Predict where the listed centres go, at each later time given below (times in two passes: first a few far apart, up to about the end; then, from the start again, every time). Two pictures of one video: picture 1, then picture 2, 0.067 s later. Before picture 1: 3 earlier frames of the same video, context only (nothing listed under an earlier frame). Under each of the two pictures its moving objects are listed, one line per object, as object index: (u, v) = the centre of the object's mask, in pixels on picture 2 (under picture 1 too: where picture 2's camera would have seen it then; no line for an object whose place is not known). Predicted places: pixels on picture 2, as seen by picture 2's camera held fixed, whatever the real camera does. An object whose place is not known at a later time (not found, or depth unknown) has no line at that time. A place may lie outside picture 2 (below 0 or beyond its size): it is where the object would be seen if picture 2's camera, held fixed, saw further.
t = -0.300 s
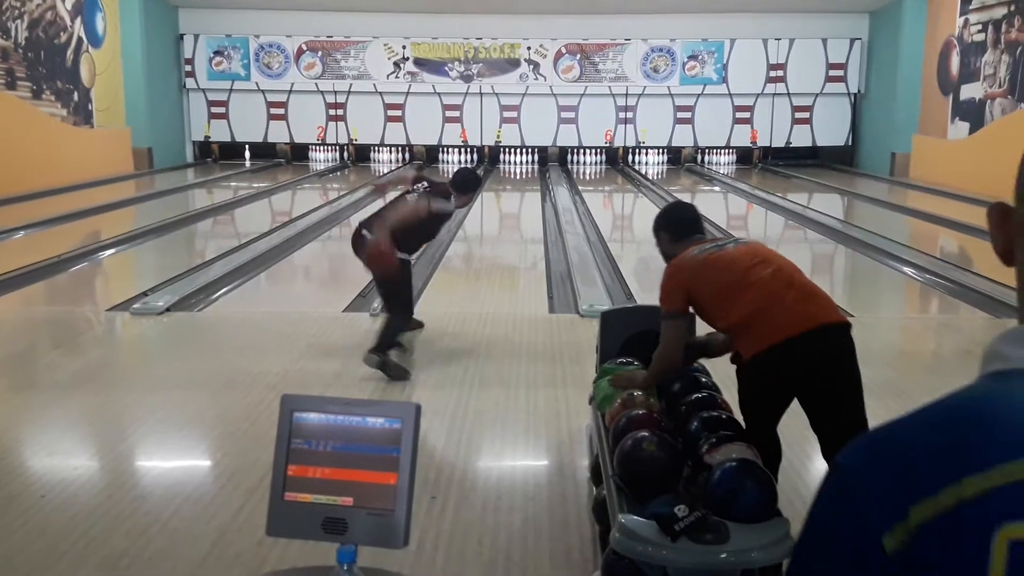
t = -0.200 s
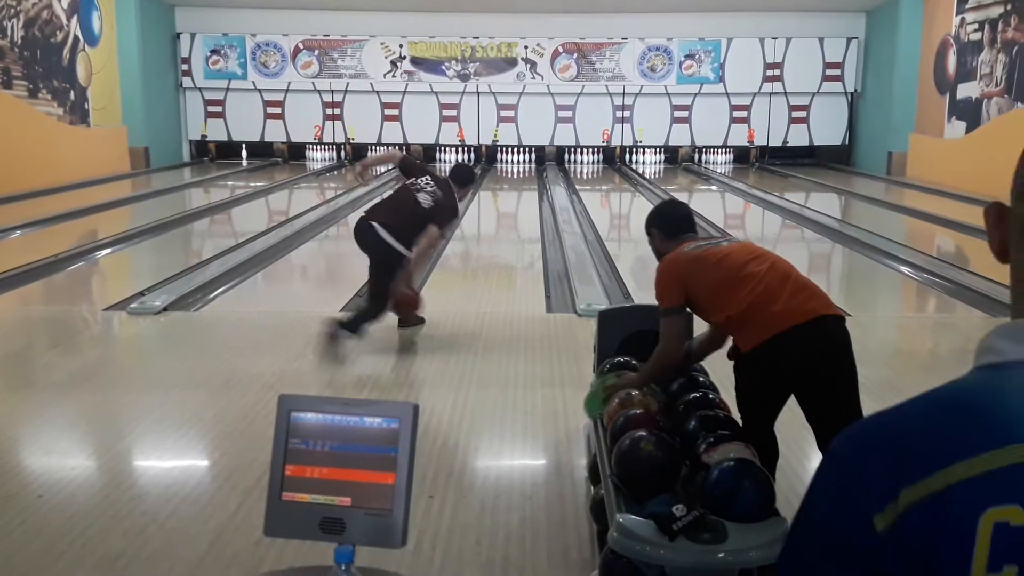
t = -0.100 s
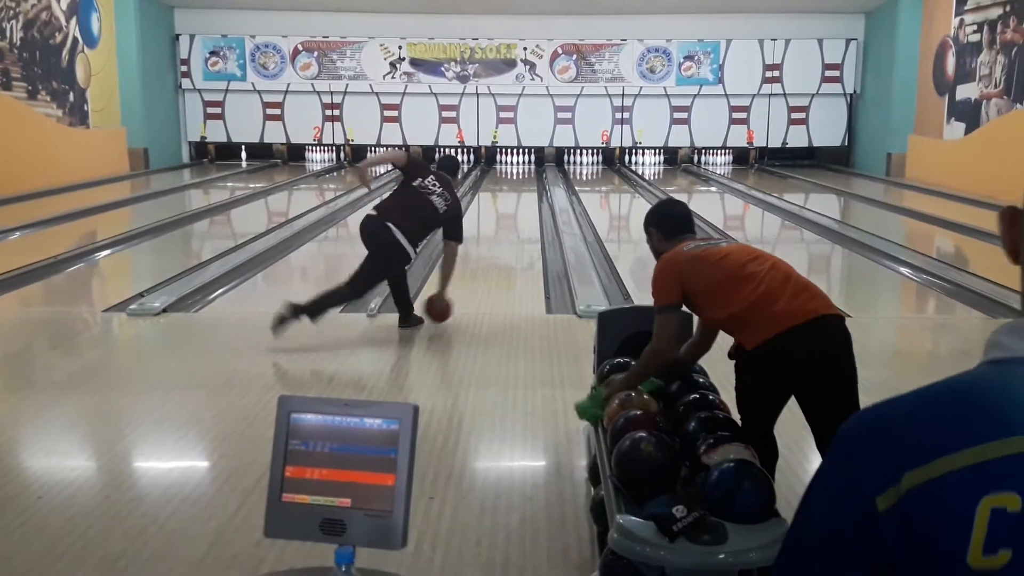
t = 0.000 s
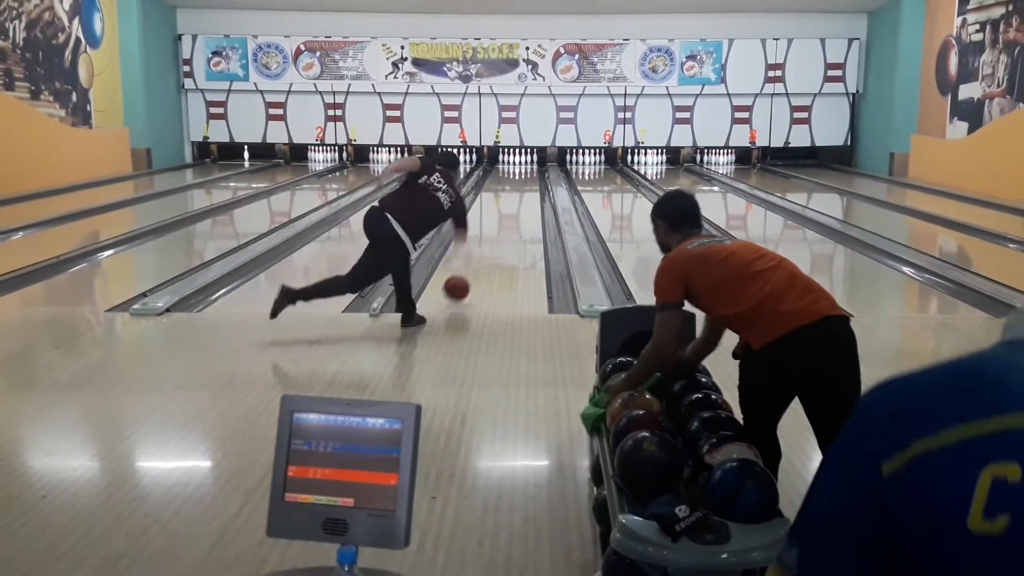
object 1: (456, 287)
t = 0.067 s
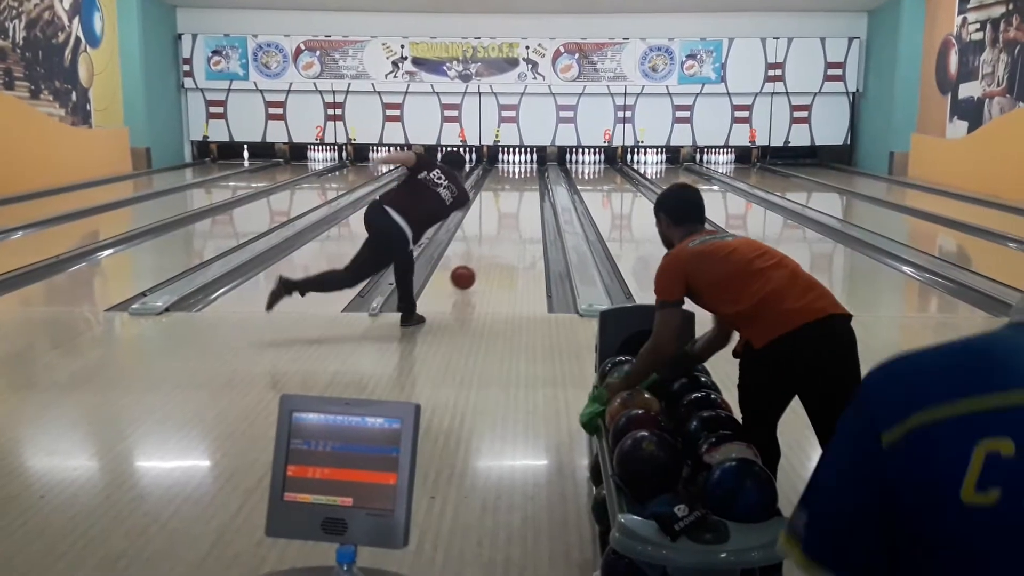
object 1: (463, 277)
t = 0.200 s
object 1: (474, 262)
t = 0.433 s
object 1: (489, 236)
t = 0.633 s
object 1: (498, 220)
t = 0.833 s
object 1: (505, 207)
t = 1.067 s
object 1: (511, 196)
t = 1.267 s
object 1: (515, 188)
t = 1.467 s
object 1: (519, 181)
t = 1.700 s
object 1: (521, 175)
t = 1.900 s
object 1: (522, 169)
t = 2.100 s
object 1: (520, 165)
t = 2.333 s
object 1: (517, 162)
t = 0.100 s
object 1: (466, 275)
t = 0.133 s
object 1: (469, 271)
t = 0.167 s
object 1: (472, 266)
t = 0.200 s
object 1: (474, 262)
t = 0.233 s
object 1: (477, 257)
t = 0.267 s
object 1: (479, 253)
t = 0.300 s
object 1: (482, 250)
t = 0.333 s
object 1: (484, 246)
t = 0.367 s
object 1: (486, 242)
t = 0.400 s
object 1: (488, 239)
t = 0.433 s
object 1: (489, 236)
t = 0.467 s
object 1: (491, 233)
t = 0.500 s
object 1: (493, 230)
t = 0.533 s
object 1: (495, 228)
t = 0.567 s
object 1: (496, 225)
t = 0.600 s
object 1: (497, 223)
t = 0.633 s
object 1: (498, 220)
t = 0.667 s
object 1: (500, 218)
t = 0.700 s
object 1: (501, 215)
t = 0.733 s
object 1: (502, 213)
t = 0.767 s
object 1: (503, 212)
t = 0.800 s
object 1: (504, 209)
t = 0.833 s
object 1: (505, 207)
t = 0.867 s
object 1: (506, 205)
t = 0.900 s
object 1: (507, 204)
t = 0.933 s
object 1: (508, 202)
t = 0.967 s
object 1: (509, 200)
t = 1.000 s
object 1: (510, 199)
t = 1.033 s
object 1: (511, 198)
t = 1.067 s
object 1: (511, 196)
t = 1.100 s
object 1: (512, 195)
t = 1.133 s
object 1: (513, 193)
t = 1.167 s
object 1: (513, 192)
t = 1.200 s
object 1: (514, 190)
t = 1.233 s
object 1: (515, 189)
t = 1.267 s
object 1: (515, 188)
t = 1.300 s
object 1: (516, 187)
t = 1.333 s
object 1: (516, 186)
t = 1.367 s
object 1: (517, 184)
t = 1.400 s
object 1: (518, 184)
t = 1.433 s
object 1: (518, 182)
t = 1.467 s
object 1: (519, 181)
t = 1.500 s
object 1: (519, 180)
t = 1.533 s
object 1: (520, 179)
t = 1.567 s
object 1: (520, 178)
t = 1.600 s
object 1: (520, 178)
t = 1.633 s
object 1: (521, 176)
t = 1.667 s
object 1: (521, 175)
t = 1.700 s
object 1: (521, 175)
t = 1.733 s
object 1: (522, 173)
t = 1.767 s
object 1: (522, 173)
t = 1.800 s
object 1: (522, 171)
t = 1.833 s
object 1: (522, 171)
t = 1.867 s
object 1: (522, 170)
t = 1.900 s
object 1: (522, 169)
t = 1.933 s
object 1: (522, 168)
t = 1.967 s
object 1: (522, 168)
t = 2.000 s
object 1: (521, 167)
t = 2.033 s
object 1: (521, 167)
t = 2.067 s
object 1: (521, 166)
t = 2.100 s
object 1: (520, 165)
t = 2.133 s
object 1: (520, 164)
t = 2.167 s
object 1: (520, 163)
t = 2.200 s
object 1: (519, 163)
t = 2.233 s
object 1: (519, 163)
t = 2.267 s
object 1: (518, 162)
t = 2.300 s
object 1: (518, 162)
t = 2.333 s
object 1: (517, 162)
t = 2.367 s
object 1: (517, 161)
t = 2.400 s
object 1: (516, 160)
